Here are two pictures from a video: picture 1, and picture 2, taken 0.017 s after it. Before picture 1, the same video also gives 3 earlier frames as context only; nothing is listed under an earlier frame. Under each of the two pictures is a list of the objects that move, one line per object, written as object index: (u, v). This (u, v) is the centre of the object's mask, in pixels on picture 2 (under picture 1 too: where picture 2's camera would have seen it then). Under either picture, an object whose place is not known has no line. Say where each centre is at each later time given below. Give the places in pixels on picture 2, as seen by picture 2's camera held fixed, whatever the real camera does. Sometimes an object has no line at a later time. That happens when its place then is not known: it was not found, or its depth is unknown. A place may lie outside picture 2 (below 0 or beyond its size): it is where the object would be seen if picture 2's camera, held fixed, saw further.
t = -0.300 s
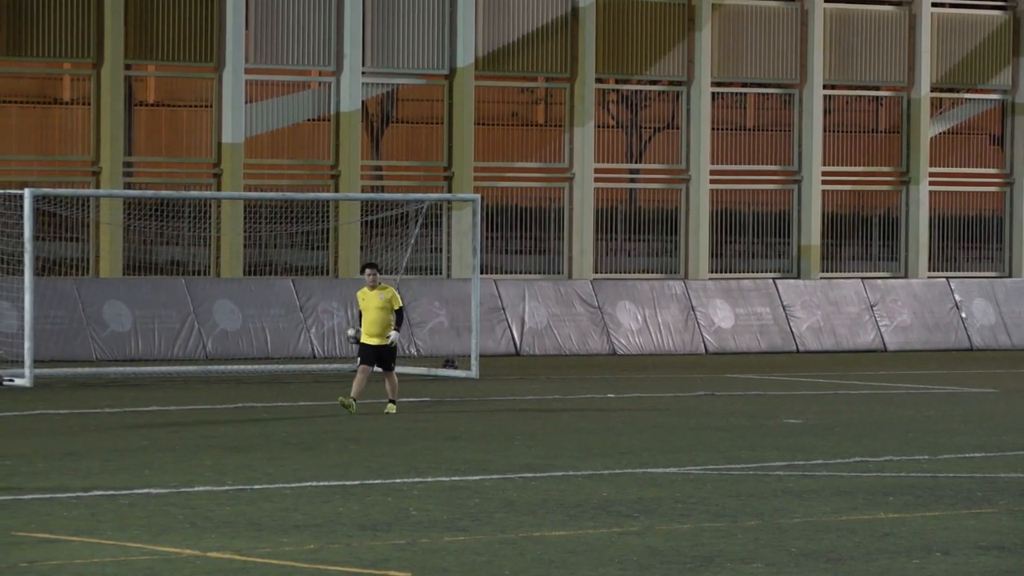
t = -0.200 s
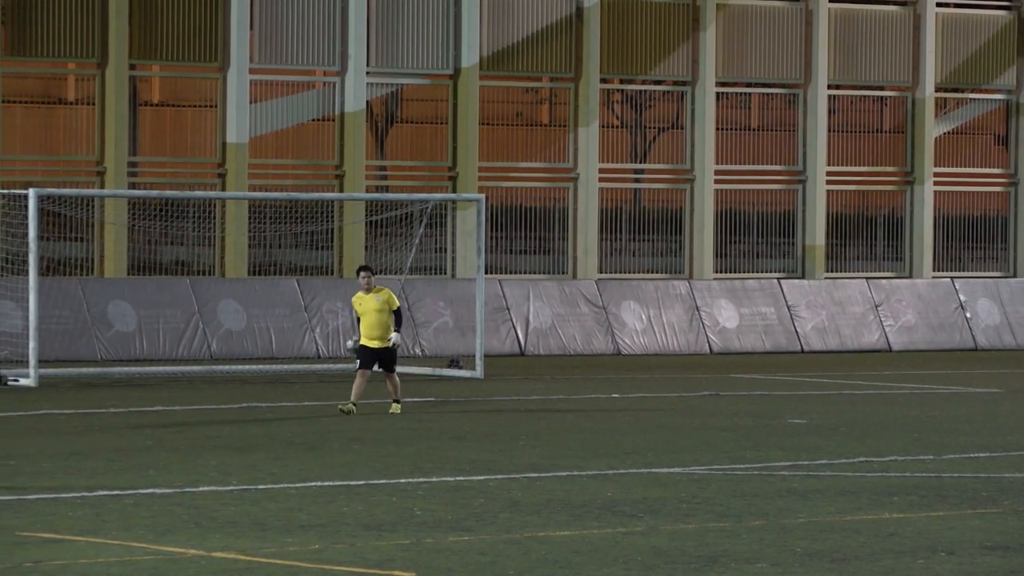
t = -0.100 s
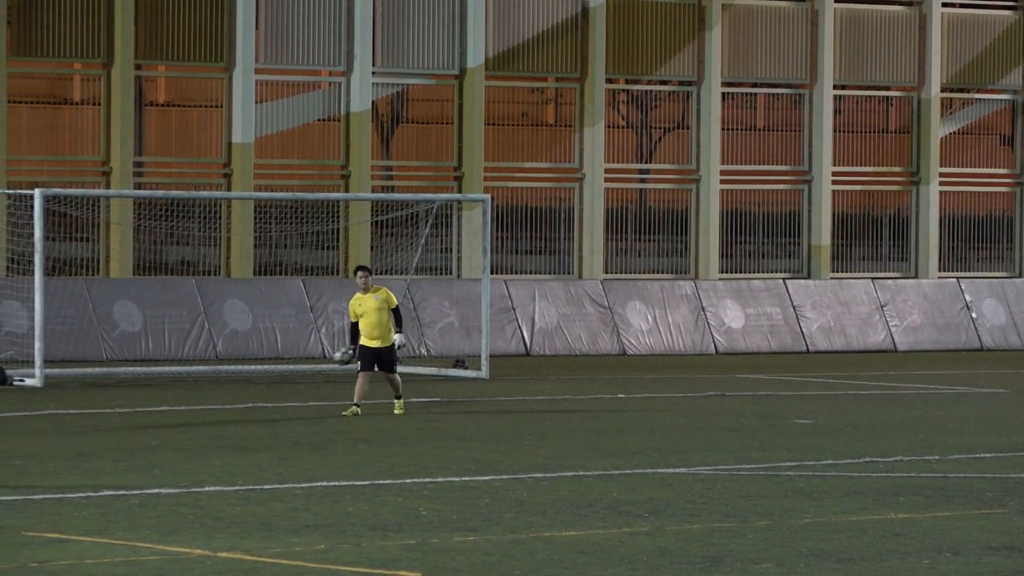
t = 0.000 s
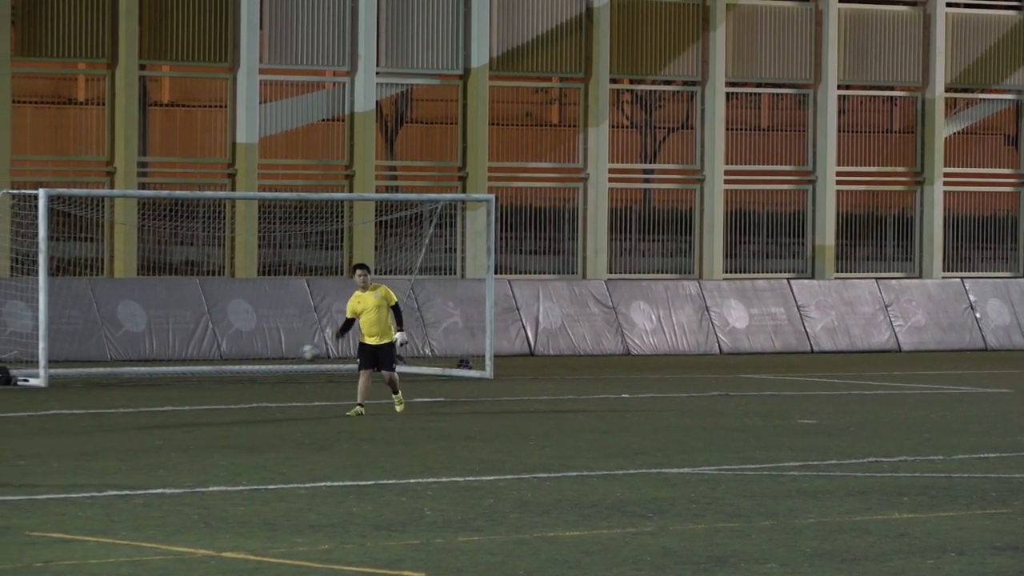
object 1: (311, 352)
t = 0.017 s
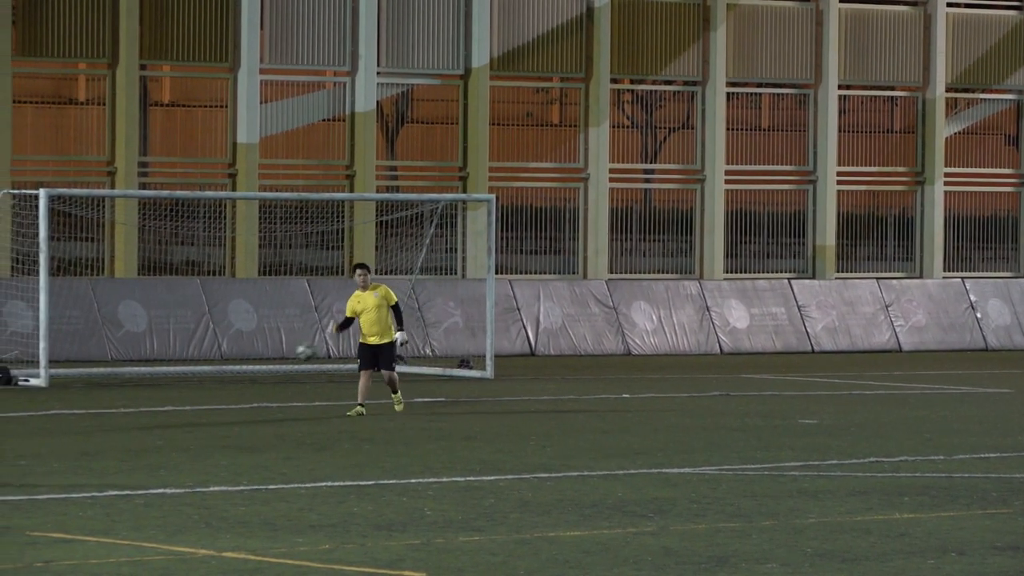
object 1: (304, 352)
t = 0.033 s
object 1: (300, 351)
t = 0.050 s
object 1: (294, 350)
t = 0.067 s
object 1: (288, 350)
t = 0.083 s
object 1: (280, 349)
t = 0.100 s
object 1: (274, 350)
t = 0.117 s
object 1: (268, 350)
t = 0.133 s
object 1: (262, 351)
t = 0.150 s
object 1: (256, 352)
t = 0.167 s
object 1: (250, 351)
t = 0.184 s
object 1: (243, 352)
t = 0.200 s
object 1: (237, 354)
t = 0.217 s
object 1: (231, 355)
